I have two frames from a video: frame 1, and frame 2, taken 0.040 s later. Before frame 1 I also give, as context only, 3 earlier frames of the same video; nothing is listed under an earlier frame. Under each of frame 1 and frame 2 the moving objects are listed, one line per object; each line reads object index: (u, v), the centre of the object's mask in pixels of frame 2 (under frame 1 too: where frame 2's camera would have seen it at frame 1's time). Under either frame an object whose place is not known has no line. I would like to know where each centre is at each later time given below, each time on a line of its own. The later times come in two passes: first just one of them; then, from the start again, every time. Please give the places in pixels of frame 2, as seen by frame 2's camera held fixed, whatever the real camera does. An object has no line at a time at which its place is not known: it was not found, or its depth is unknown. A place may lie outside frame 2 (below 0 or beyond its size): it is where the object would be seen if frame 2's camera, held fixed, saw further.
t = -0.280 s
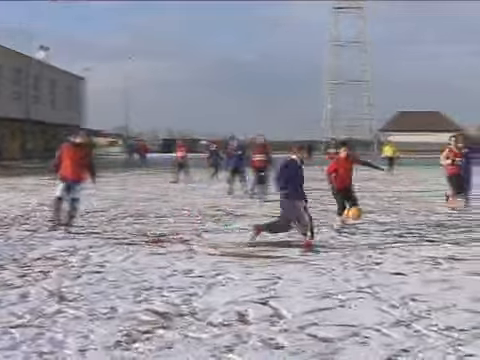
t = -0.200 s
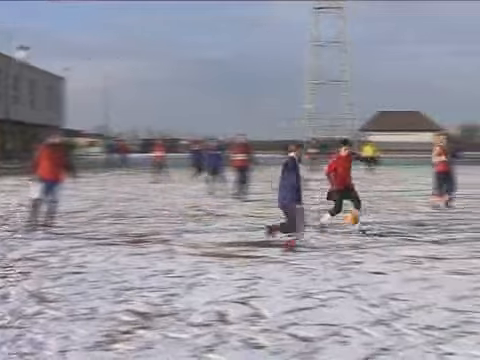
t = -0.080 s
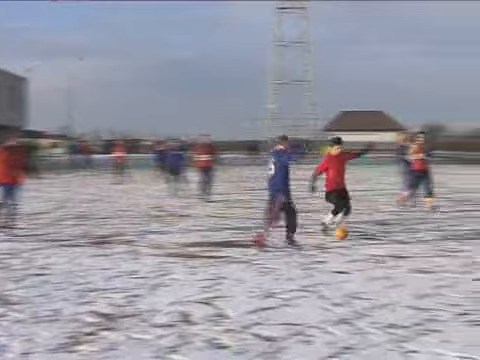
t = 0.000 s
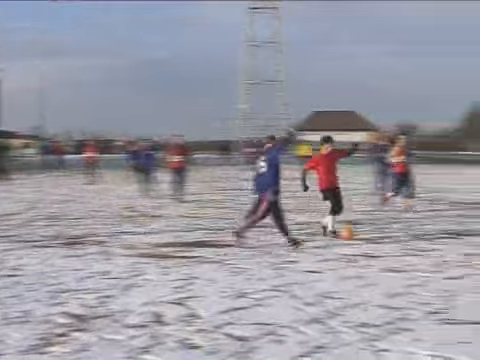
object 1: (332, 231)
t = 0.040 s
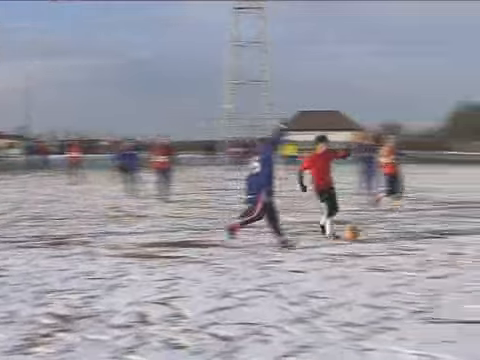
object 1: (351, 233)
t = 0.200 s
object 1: (436, 237)
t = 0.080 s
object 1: (374, 232)
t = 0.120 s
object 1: (392, 233)
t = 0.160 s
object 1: (414, 234)
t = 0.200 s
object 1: (436, 237)
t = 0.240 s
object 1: (454, 236)
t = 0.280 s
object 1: (473, 232)
